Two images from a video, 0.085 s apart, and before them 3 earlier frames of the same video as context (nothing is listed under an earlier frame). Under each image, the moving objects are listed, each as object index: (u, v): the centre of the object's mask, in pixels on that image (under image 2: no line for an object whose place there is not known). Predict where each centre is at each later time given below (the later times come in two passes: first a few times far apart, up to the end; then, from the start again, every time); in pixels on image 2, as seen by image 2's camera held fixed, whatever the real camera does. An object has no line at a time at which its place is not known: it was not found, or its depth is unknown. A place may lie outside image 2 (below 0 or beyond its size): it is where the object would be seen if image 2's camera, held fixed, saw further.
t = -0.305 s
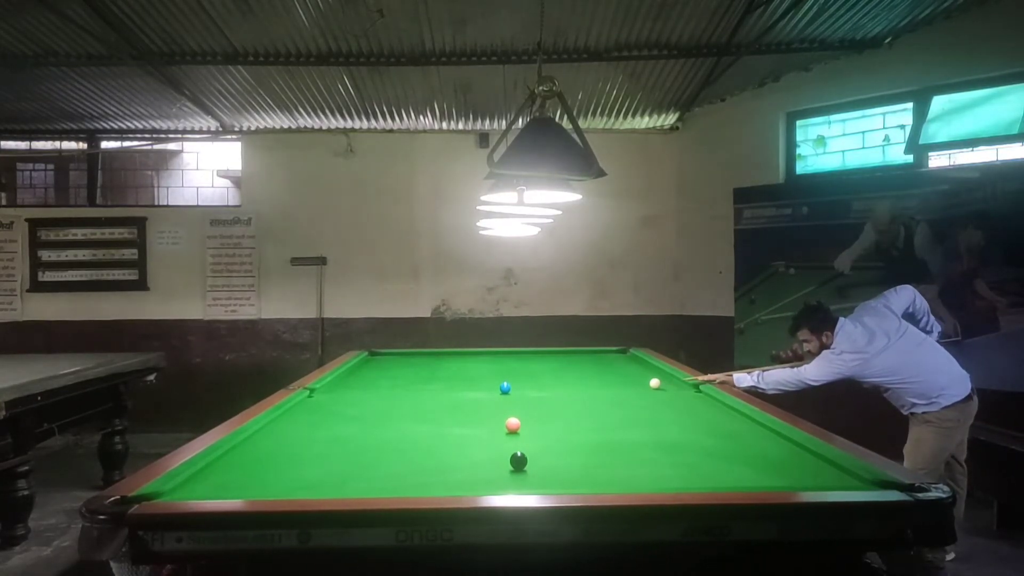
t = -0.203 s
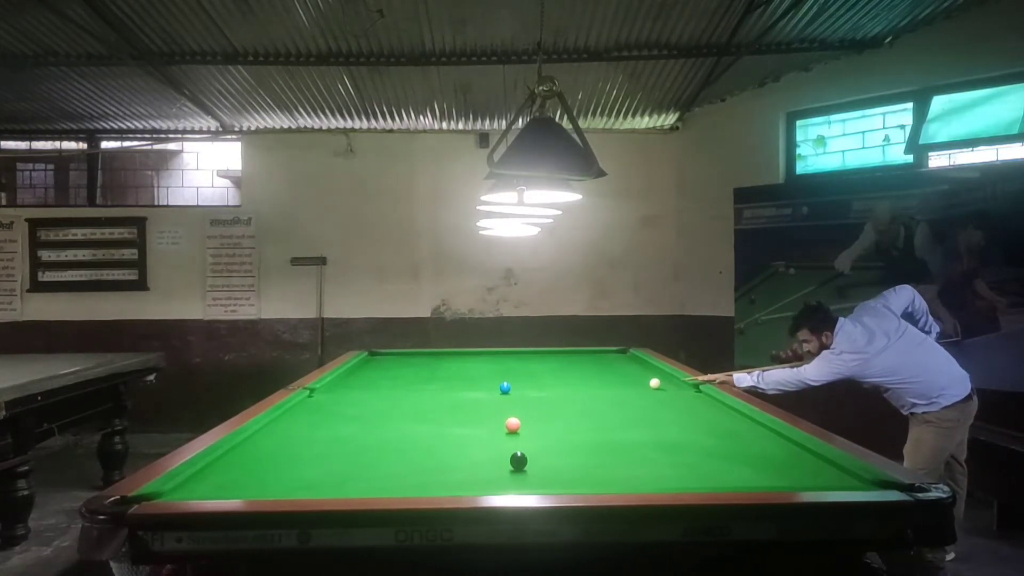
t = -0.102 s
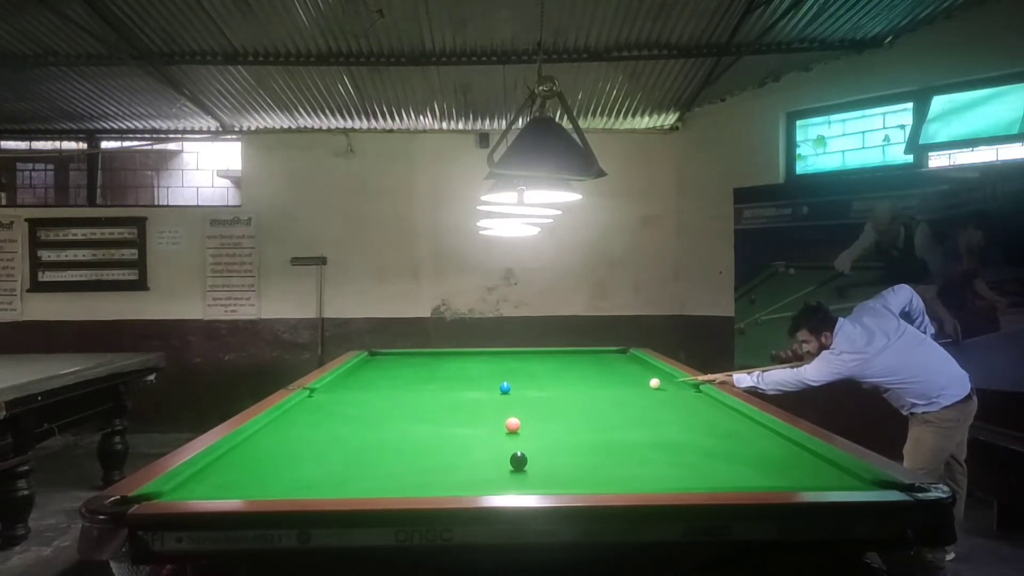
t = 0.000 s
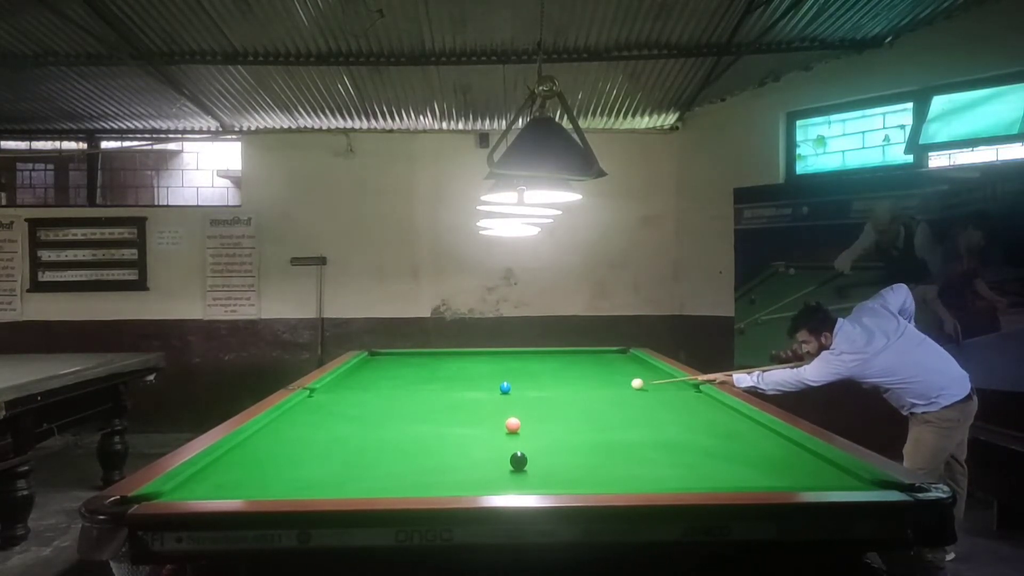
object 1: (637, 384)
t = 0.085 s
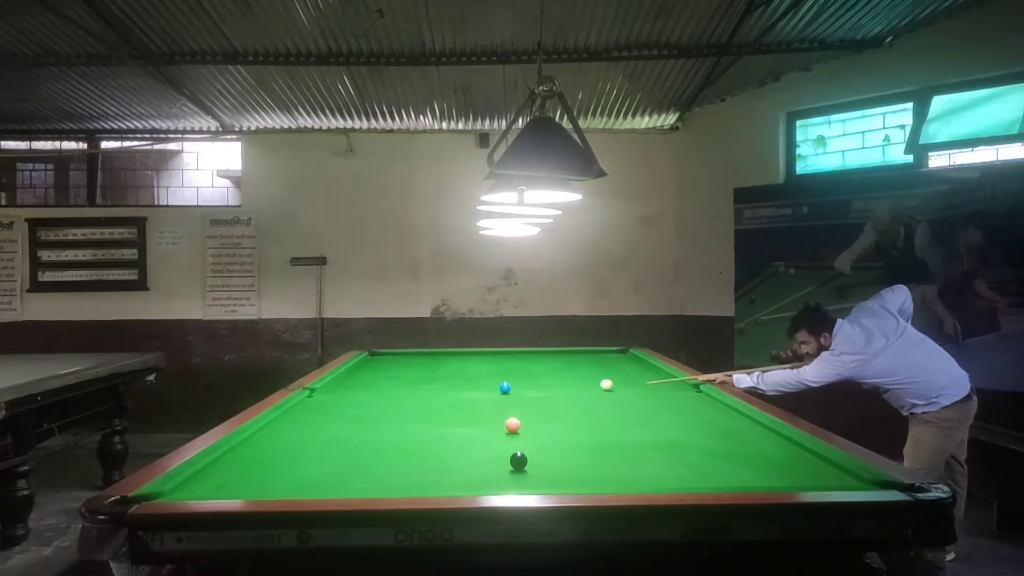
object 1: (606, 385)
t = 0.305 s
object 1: (534, 387)
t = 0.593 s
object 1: (502, 389)
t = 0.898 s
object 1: (477, 391)
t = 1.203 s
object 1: (455, 393)
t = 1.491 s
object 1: (436, 395)
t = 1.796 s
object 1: (416, 396)
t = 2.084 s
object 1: (401, 397)
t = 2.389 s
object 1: (386, 399)
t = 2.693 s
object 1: (375, 400)
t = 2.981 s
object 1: (366, 400)
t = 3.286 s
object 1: (359, 401)
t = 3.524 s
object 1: (356, 401)
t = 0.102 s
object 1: (601, 385)
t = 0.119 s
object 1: (595, 385)
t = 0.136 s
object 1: (590, 385)
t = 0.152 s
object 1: (584, 385)
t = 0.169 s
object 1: (578, 386)
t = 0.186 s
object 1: (573, 386)
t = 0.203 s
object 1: (567, 386)
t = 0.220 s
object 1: (562, 386)
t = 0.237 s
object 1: (556, 386)
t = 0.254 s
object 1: (550, 387)
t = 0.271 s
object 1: (545, 387)
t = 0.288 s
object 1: (539, 387)
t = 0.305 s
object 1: (534, 387)
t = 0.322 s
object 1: (528, 387)
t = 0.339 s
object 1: (522, 387)
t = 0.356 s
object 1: (517, 387)
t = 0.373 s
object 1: (516, 387)
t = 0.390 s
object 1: (516, 388)
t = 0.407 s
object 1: (515, 388)
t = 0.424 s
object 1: (515, 388)
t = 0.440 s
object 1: (514, 388)
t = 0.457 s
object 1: (513, 388)
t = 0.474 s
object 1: (512, 388)
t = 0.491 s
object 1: (510, 388)
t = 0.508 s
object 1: (509, 389)
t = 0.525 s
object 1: (508, 389)
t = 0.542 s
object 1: (506, 389)
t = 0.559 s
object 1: (505, 389)
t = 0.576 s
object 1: (504, 389)
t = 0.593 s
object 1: (502, 389)
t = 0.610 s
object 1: (501, 389)
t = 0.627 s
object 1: (500, 389)
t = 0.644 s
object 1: (498, 389)
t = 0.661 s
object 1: (497, 389)
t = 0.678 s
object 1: (495, 390)
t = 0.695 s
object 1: (494, 390)
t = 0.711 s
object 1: (493, 390)
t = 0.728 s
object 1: (491, 390)
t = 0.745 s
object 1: (490, 390)
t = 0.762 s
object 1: (489, 390)
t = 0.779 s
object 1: (487, 390)
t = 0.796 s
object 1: (486, 391)
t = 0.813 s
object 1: (485, 391)
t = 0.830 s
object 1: (482, 391)
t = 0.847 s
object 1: (481, 391)
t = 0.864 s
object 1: (480, 391)
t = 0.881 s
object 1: (478, 391)
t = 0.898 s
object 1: (477, 391)
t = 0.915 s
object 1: (476, 391)
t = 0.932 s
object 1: (475, 391)
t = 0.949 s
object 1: (474, 391)
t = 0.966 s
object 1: (472, 392)
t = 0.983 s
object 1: (471, 392)
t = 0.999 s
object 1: (470, 392)
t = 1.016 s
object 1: (469, 392)
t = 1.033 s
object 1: (467, 392)
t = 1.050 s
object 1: (466, 392)
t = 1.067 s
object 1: (465, 392)
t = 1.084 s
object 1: (464, 392)
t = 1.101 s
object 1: (462, 392)
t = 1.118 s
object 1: (461, 393)
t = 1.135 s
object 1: (460, 393)
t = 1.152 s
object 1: (459, 393)
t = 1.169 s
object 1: (458, 393)
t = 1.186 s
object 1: (456, 393)
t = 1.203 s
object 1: (455, 393)
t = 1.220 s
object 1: (454, 393)
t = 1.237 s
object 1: (453, 393)
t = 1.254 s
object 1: (452, 393)
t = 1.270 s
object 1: (450, 393)
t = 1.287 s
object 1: (449, 393)
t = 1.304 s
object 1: (448, 393)
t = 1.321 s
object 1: (447, 394)
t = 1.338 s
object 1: (446, 394)
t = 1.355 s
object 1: (445, 394)
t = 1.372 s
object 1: (444, 394)
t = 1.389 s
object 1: (442, 394)
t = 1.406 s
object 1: (441, 394)
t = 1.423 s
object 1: (440, 394)
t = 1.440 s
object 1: (439, 394)
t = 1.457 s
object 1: (438, 394)
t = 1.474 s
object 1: (437, 394)
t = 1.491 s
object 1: (436, 395)
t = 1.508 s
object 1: (435, 395)
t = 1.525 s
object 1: (434, 395)
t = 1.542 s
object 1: (433, 395)
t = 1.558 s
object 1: (432, 395)
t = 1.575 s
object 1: (431, 395)
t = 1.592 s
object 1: (430, 395)
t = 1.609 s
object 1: (428, 395)
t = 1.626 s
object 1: (427, 395)
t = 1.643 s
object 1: (426, 395)
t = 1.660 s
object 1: (425, 395)
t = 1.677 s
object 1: (424, 395)
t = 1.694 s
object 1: (423, 396)
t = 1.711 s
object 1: (422, 396)
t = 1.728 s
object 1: (421, 396)
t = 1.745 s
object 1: (420, 396)
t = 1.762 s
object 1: (419, 396)
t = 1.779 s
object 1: (418, 396)
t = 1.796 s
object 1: (416, 396)
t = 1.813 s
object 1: (415, 396)
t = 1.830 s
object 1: (414, 396)
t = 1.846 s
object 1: (414, 396)
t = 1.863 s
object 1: (413, 396)
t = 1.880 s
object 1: (412, 396)
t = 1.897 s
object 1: (411, 397)
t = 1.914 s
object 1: (410, 397)
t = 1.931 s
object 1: (409, 397)
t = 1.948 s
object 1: (408, 397)
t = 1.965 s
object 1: (407, 397)
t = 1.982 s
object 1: (406, 397)
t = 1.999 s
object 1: (405, 397)
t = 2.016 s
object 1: (404, 397)
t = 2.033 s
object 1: (403, 397)
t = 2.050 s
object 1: (403, 397)
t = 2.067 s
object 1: (402, 397)
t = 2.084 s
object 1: (401, 397)
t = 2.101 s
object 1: (400, 397)
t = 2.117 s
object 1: (399, 397)
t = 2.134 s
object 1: (398, 398)
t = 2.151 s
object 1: (397, 398)
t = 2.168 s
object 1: (397, 398)
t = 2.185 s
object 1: (396, 398)
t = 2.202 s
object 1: (395, 398)
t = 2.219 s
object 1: (394, 398)
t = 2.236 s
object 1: (393, 398)
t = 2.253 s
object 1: (392, 398)
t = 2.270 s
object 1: (392, 398)
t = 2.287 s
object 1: (391, 398)
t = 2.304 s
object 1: (390, 398)
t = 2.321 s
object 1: (389, 398)
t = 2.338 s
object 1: (388, 399)
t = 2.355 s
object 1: (388, 399)
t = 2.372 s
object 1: (387, 399)
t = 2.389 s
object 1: (386, 399)
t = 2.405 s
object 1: (386, 399)
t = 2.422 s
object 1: (385, 399)
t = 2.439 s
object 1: (384, 399)
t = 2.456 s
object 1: (383, 399)
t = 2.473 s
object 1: (383, 399)
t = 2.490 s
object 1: (382, 399)
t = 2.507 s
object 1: (382, 399)
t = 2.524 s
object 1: (381, 399)
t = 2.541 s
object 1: (380, 399)
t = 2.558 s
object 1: (379, 399)
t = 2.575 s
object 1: (379, 399)
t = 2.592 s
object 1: (378, 399)
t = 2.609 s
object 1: (378, 399)
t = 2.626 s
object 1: (377, 400)
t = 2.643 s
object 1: (376, 399)
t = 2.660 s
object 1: (376, 399)
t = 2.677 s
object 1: (375, 400)
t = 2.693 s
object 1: (375, 400)
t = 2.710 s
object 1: (374, 400)
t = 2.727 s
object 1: (374, 400)
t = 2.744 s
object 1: (373, 400)
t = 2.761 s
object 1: (373, 400)
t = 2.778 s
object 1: (372, 400)
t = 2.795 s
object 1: (372, 400)
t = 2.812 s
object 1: (371, 400)
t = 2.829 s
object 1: (370, 400)
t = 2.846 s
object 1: (369, 400)
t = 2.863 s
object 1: (369, 400)
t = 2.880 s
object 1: (368, 400)
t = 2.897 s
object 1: (368, 400)
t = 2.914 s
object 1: (368, 400)
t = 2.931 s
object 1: (367, 400)
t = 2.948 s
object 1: (367, 400)
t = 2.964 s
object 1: (366, 400)
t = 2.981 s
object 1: (366, 400)
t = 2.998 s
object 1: (365, 400)
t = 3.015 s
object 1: (365, 400)
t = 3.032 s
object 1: (365, 401)
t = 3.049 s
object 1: (364, 400)
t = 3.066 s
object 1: (364, 401)
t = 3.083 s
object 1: (363, 401)
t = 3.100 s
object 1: (363, 401)
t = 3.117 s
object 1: (363, 401)
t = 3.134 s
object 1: (362, 401)
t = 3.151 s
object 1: (362, 401)
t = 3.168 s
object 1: (362, 401)
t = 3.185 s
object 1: (361, 401)
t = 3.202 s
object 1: (361, 401)
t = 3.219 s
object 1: (361, 401)
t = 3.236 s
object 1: (360, 401)
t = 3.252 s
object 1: (360, 401)
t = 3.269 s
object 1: (360, 401)
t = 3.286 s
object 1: (359, 401)
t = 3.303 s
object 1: (359, 401)
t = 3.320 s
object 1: (359, 401)
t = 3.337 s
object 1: (359, 401)
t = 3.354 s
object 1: (358, 401)
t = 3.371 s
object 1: (358, 401)
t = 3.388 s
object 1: (358, 401)
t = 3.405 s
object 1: (358, 401)
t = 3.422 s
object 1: (357, 401)
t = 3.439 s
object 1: (357, 401)
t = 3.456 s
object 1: (357, 401)
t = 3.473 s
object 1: (357, 401)
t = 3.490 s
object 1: (357, 401)
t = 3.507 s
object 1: (357, 401)
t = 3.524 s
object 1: (356, 401)
